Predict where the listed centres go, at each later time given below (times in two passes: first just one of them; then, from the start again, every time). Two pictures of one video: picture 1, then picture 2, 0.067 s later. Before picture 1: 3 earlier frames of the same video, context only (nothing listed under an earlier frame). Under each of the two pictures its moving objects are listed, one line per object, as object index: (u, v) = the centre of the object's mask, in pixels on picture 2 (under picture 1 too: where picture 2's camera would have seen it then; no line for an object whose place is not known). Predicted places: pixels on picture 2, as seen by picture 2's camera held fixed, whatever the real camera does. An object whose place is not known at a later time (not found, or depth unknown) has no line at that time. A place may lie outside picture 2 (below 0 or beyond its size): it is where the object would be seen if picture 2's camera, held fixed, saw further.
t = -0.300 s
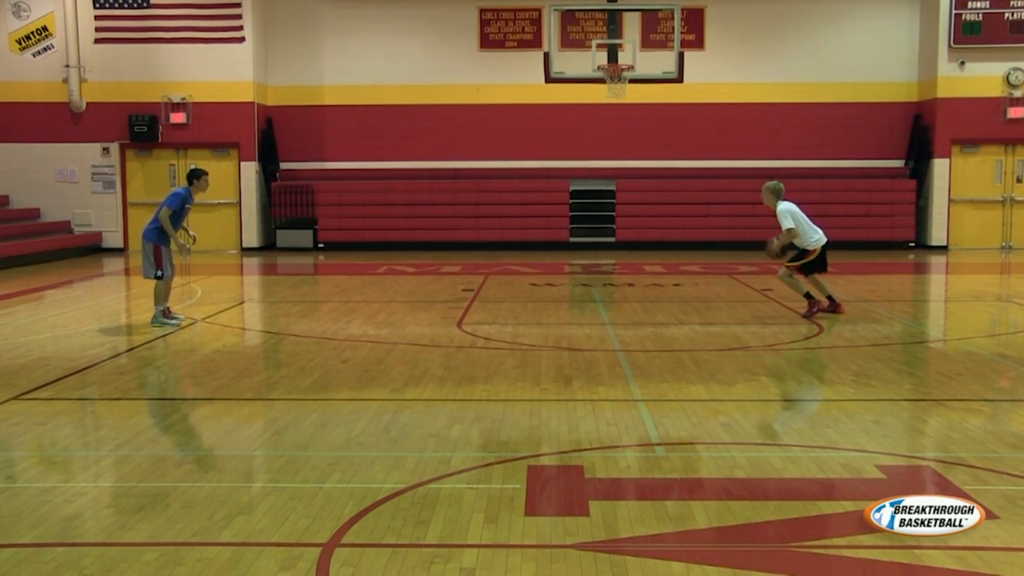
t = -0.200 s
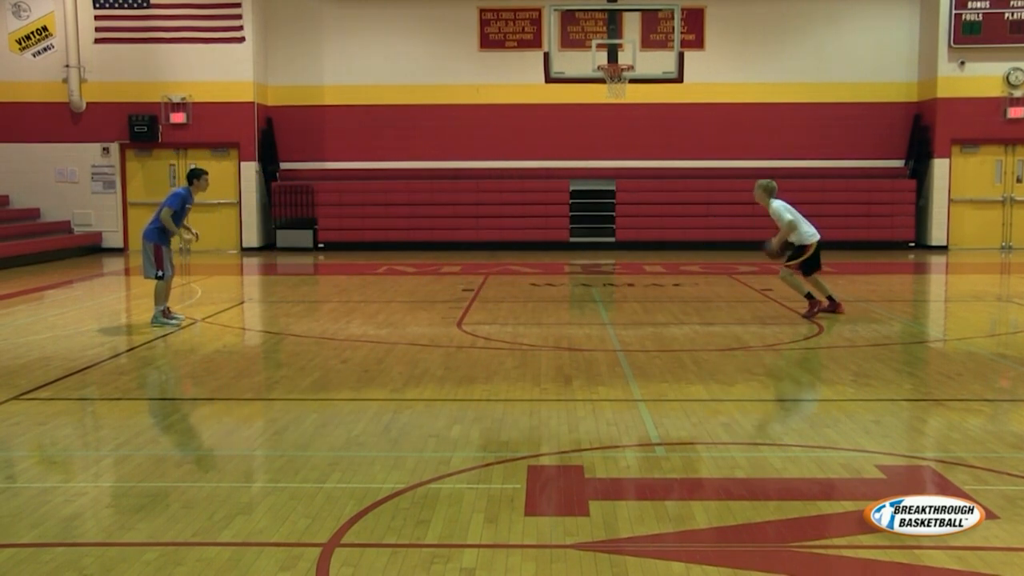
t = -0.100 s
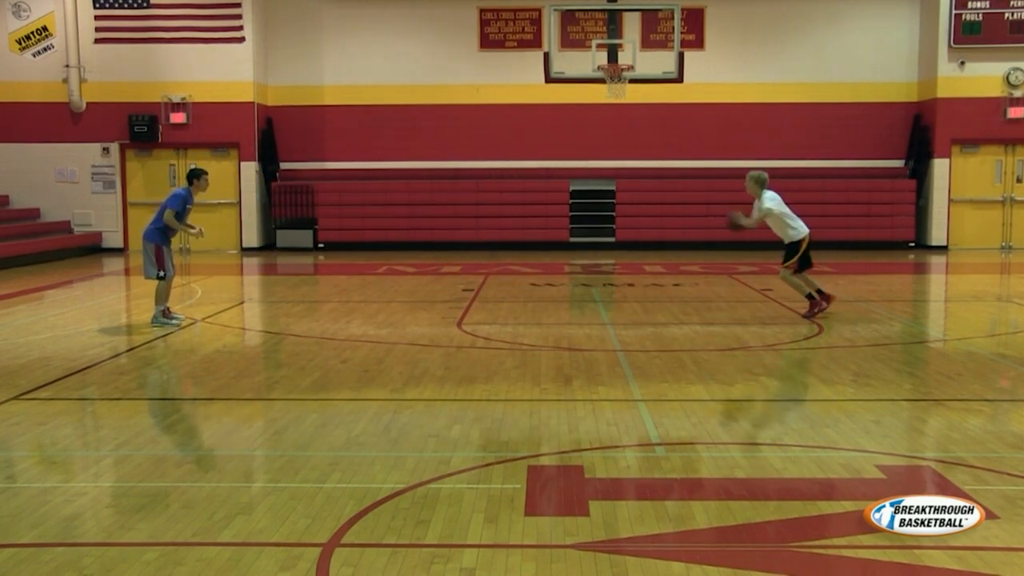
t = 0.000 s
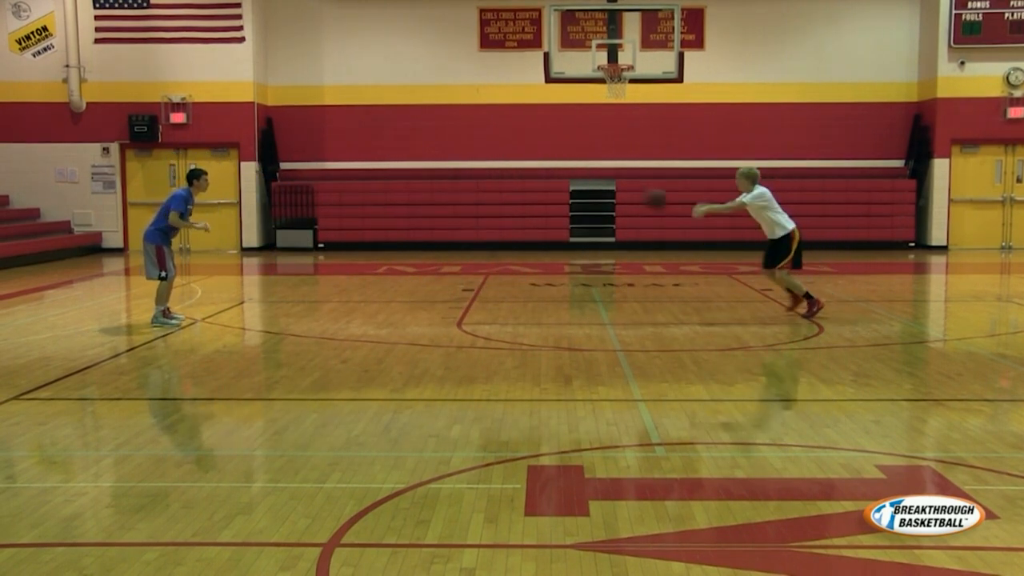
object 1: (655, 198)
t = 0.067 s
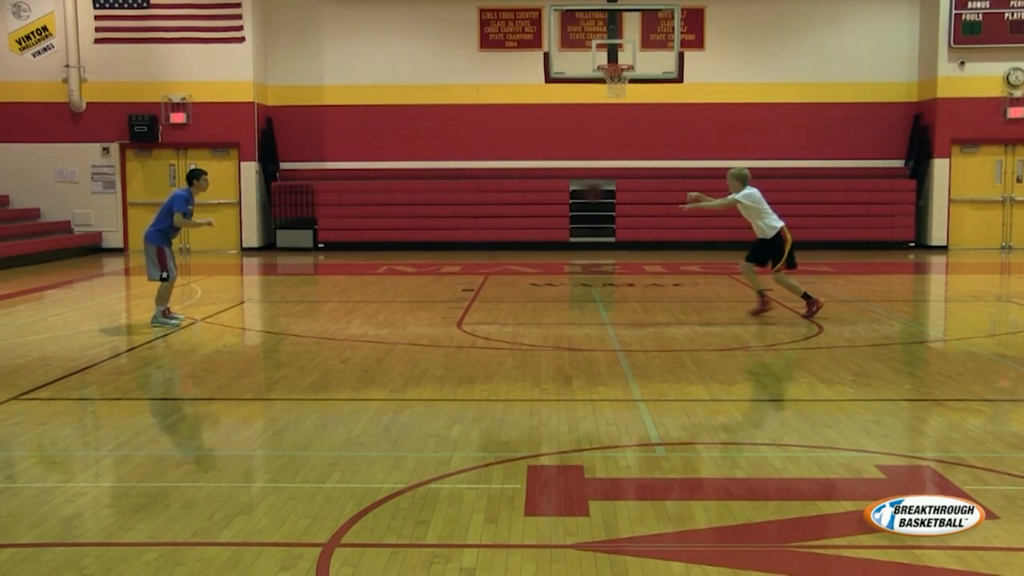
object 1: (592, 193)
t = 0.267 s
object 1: (403, 182)
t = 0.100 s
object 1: (560, 186)
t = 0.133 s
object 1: (528, 184)
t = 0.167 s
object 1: (496, 182)
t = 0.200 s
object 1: (465, 181)
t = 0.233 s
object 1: (433, 181)
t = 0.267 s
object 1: (403, 182)
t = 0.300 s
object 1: (371, 184)
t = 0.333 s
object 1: (340, 187)
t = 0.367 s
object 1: (307, 192)
